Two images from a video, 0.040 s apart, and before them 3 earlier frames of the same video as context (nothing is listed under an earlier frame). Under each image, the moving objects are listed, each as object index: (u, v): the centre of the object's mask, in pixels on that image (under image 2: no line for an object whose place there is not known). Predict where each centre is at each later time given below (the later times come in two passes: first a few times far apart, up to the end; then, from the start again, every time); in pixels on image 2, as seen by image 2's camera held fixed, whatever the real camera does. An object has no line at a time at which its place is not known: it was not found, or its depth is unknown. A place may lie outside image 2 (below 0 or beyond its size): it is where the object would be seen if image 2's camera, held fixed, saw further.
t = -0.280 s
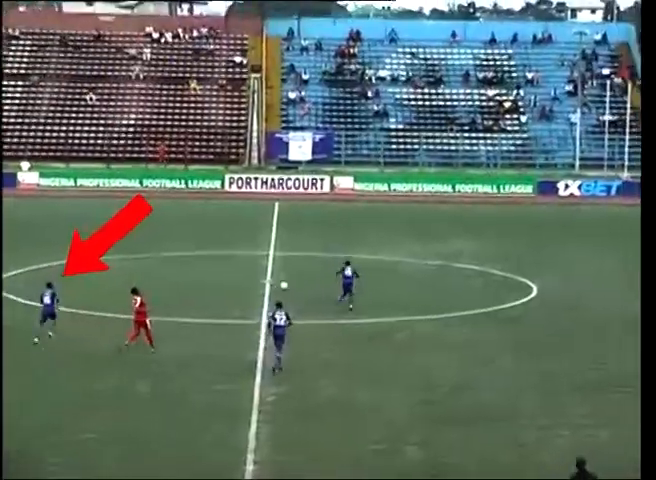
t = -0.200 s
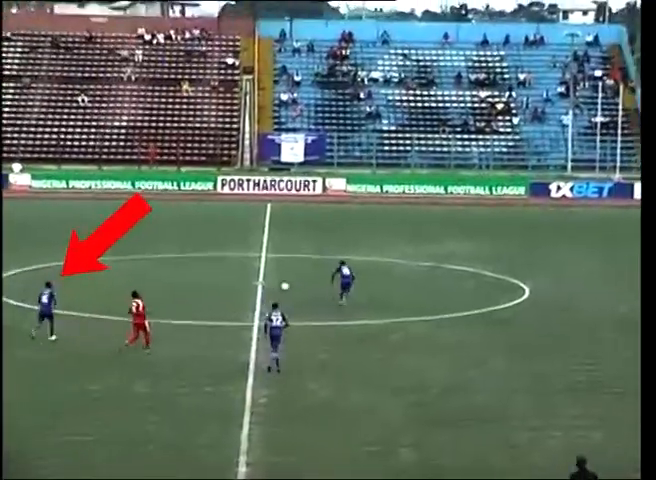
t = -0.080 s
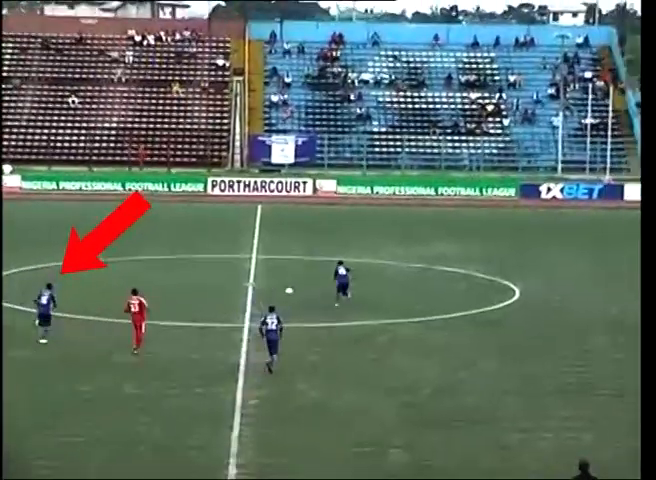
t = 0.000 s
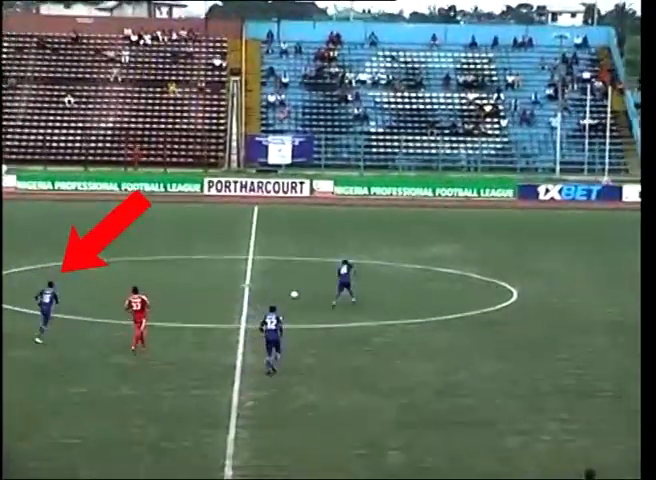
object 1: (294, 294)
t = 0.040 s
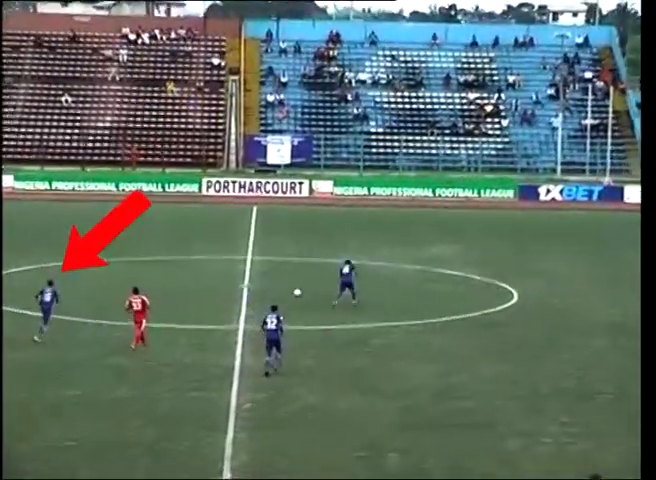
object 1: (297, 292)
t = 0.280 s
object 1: (318, 282)
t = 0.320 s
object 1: (322, 283)
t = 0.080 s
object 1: (300, 289)
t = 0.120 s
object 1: (304, 287)
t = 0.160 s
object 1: (308, 285)
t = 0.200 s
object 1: (311, 284)
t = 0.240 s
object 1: (315, 283)
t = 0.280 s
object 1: (318, 282)
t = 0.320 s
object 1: (322, 283)
